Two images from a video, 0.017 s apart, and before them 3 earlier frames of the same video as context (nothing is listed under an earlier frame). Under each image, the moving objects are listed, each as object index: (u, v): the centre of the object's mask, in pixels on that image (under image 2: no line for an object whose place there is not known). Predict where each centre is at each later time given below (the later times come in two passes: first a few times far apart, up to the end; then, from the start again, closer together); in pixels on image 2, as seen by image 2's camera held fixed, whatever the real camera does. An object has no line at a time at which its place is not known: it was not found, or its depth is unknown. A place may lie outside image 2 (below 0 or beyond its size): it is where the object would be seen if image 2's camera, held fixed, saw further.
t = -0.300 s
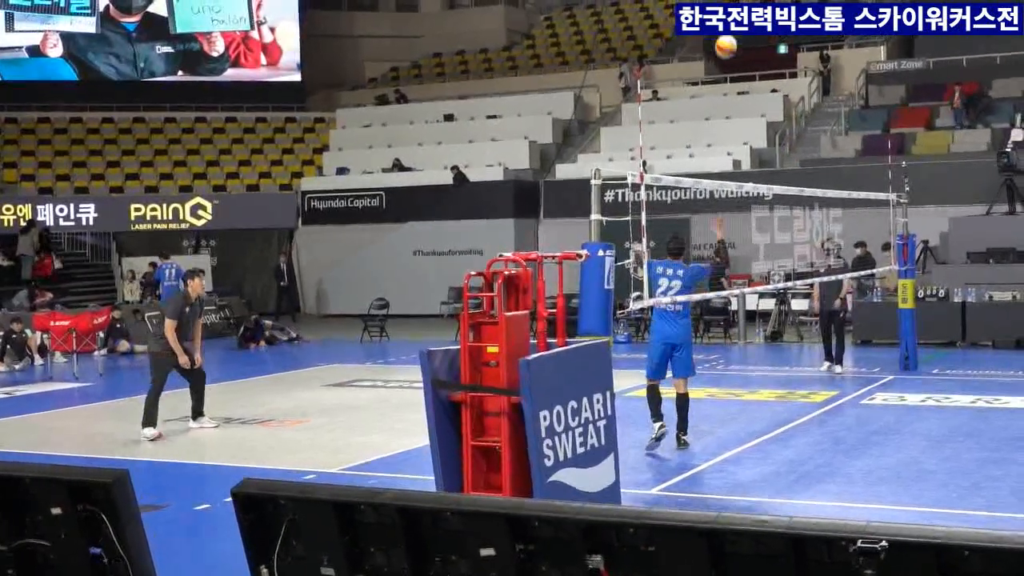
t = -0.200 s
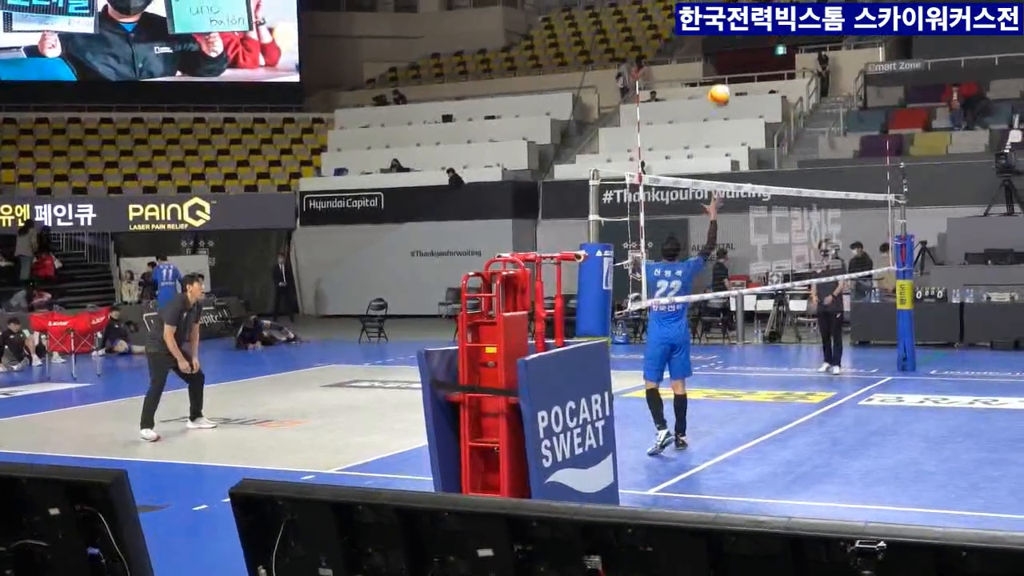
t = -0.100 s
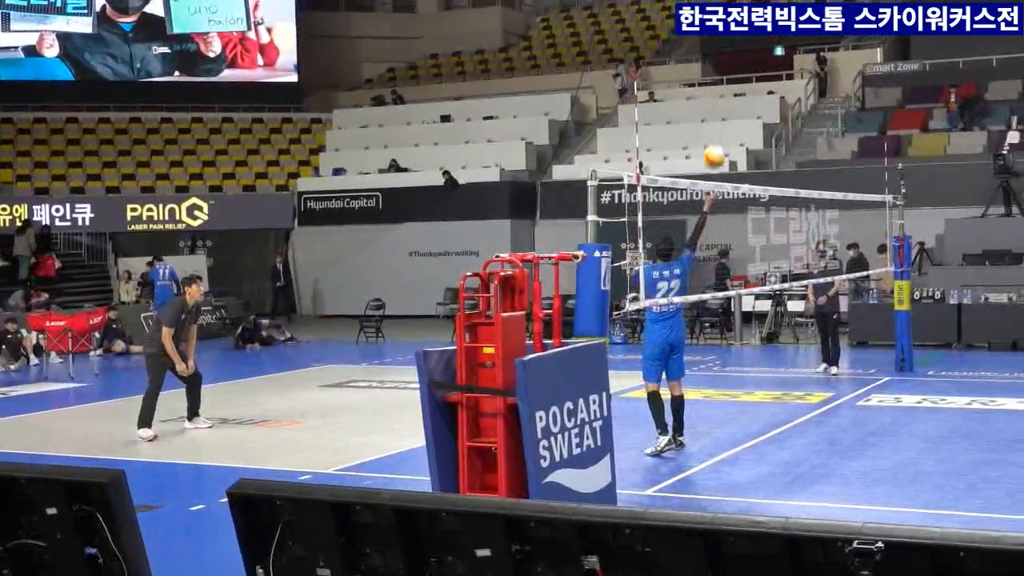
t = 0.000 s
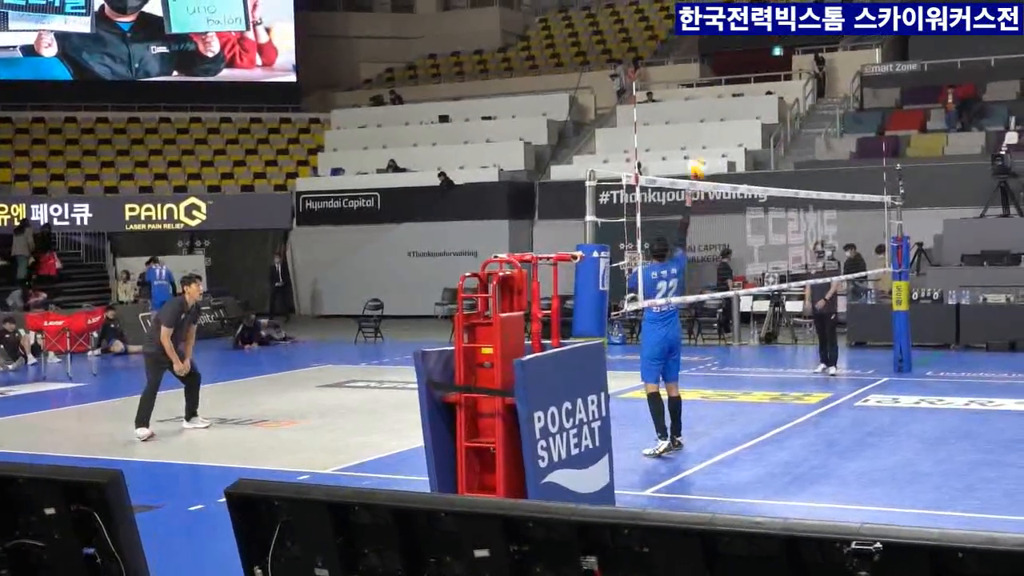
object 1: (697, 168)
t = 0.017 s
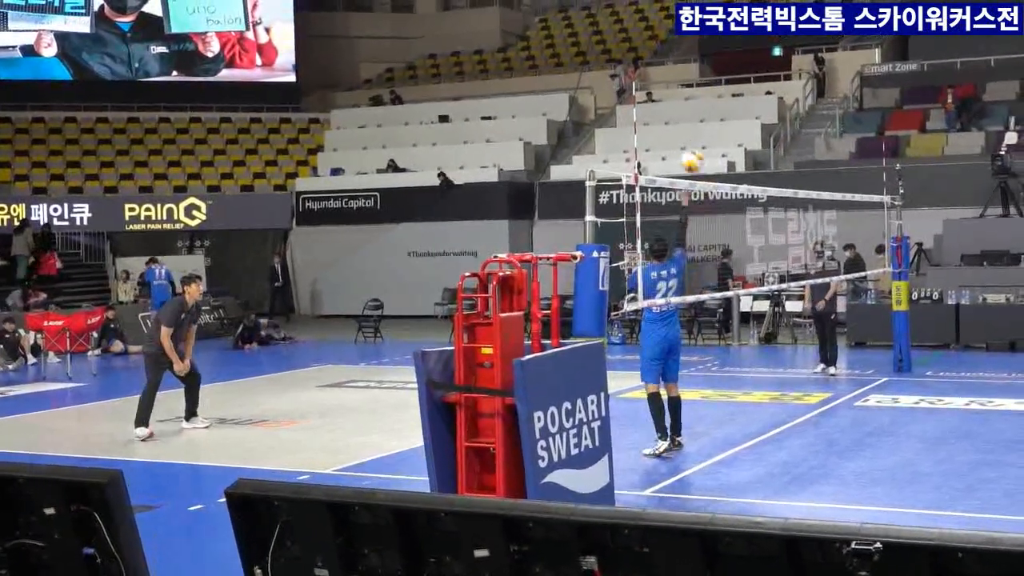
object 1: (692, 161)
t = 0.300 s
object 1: (606, 71)
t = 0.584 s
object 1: (525, 65)
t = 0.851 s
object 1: (453, 133)
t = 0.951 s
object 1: (426, 180)
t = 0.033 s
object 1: (687, 153)
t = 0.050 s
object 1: (681, 146)
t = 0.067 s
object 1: (676, 140)
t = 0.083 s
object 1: (671, 132)
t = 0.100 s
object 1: (666, 126)
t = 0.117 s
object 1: (661, 120)
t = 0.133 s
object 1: (656, 114)
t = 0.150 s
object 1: (651, 108)
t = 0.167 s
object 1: (646, 103)
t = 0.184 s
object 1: (641, 97)
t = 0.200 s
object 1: (636, 93)
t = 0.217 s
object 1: (632, 90)
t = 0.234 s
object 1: (626, 85)
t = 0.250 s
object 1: (622, 81)
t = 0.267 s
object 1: (616, 77)
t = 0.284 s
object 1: (612, 74)
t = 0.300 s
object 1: (606, 71)
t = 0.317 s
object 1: (602, 69)
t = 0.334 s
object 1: (596, 66)
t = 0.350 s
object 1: (591, 64)
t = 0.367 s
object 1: (587, 62)
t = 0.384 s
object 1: (582, 60)
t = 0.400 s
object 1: (577, 60)
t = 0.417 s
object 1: (573, 59)
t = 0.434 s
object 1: (568, 59)
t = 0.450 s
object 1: (564, 58)
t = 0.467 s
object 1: (559, 58)
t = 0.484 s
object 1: (554, 58)
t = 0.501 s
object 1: (549, 59)
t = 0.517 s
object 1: (544, 59)
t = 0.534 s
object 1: (540, 61)
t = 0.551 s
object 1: (535, 62)
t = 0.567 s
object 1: (530, 63)
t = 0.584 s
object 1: (525, 65)
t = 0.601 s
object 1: (521, 67)
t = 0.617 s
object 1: (516, 70)
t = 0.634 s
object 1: (512, 72)
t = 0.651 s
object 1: (507, 75)
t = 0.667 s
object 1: (502, 79)
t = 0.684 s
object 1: (497, 82)
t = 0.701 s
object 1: (493, 86)
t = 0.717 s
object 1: (489, 90)
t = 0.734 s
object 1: (484, 95)
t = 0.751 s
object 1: (479, 100)
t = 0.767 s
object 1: (476, 104)
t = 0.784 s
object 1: (471, 111)
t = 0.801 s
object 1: (466, 116)
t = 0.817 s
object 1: (461, 121)
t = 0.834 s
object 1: (457, 127)
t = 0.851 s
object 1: (453, 133)
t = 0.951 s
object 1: (426, 180)
